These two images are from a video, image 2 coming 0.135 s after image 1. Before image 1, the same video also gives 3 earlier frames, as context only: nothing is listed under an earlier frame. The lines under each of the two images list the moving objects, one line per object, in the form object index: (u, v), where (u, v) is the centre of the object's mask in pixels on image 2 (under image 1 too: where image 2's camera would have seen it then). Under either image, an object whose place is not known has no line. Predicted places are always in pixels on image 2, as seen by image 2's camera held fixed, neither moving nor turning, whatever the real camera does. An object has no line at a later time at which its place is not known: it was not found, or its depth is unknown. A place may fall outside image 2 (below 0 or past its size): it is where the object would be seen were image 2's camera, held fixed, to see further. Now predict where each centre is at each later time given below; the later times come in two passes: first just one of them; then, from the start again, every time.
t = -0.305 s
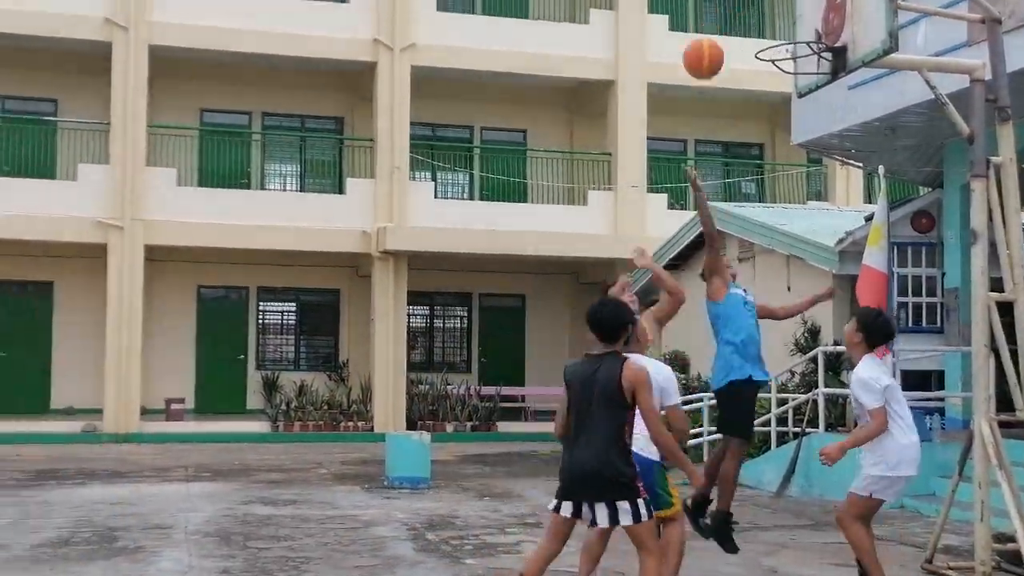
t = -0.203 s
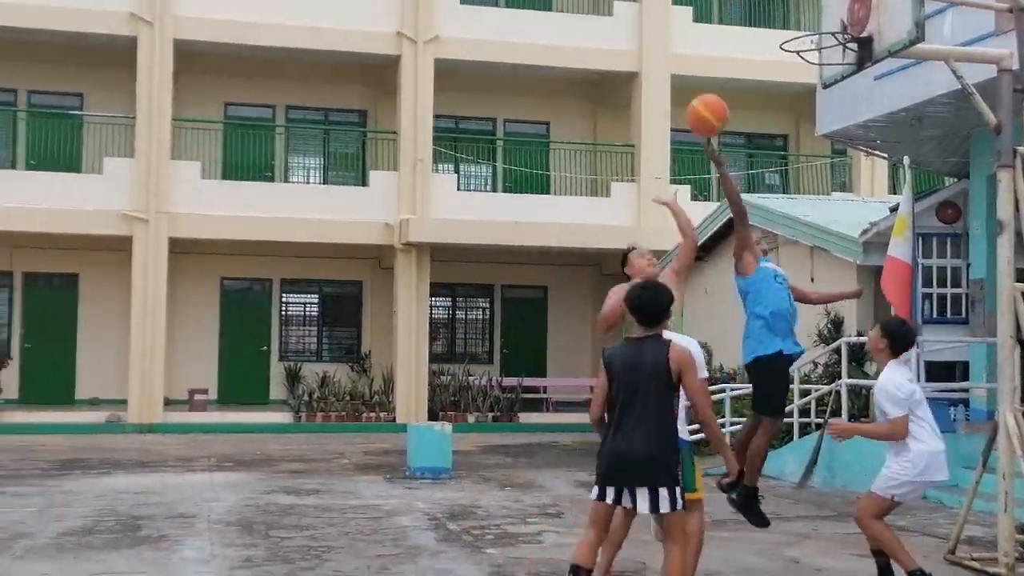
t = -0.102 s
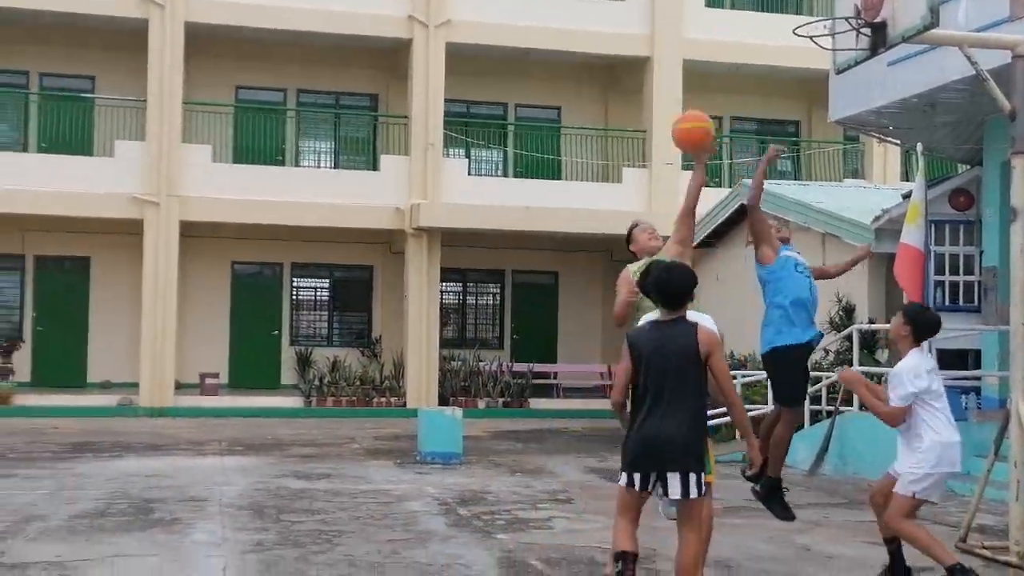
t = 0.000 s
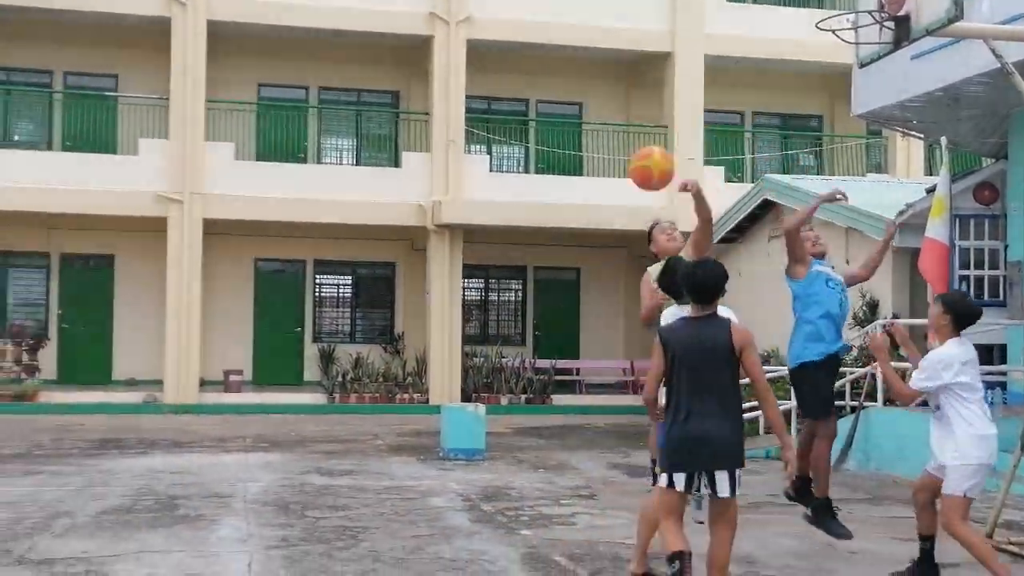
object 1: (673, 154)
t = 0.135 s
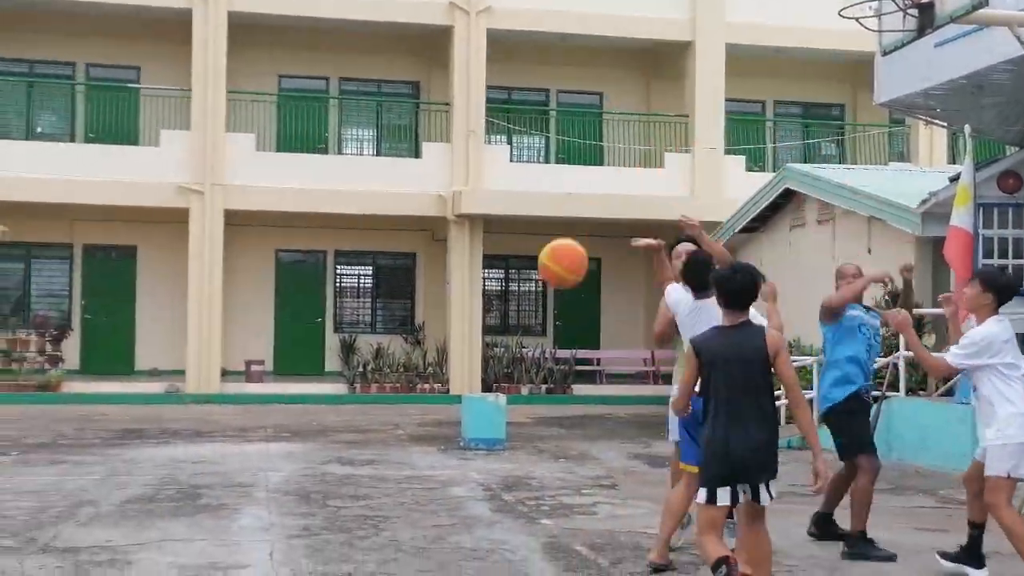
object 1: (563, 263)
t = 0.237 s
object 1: (468, 380)
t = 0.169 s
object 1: (533, 298)
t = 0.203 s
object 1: (502, 336)
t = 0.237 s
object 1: (468, 380)
